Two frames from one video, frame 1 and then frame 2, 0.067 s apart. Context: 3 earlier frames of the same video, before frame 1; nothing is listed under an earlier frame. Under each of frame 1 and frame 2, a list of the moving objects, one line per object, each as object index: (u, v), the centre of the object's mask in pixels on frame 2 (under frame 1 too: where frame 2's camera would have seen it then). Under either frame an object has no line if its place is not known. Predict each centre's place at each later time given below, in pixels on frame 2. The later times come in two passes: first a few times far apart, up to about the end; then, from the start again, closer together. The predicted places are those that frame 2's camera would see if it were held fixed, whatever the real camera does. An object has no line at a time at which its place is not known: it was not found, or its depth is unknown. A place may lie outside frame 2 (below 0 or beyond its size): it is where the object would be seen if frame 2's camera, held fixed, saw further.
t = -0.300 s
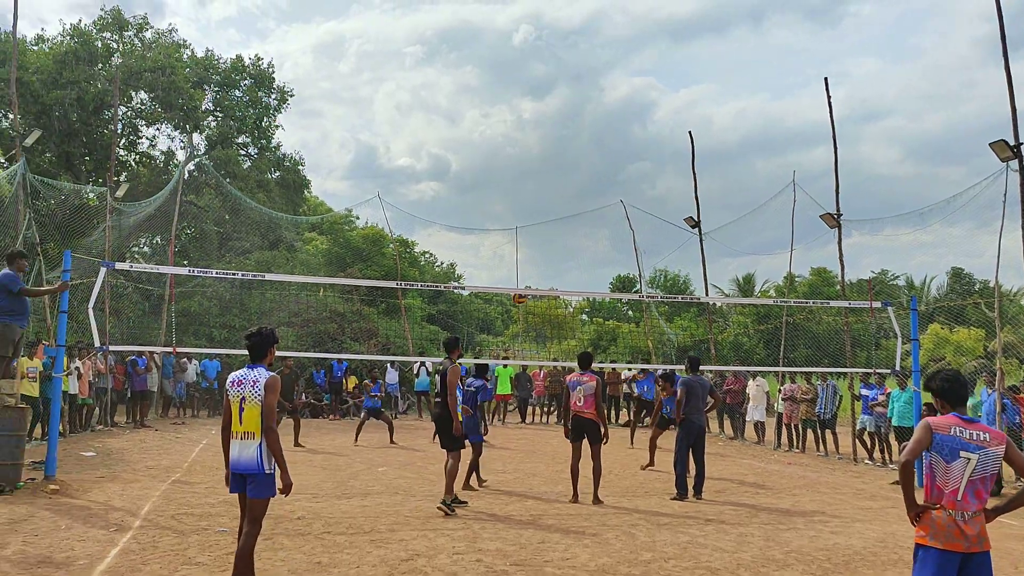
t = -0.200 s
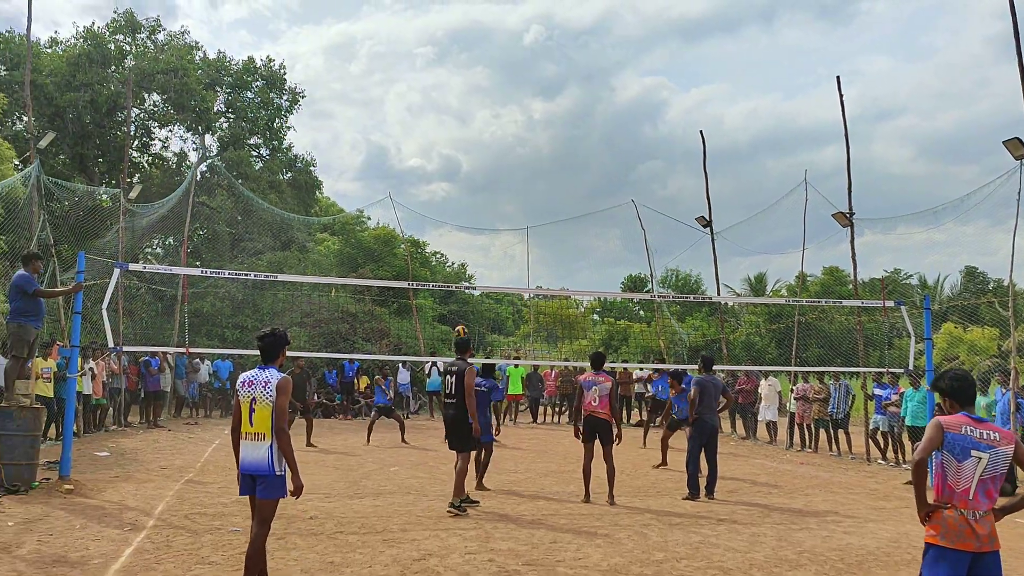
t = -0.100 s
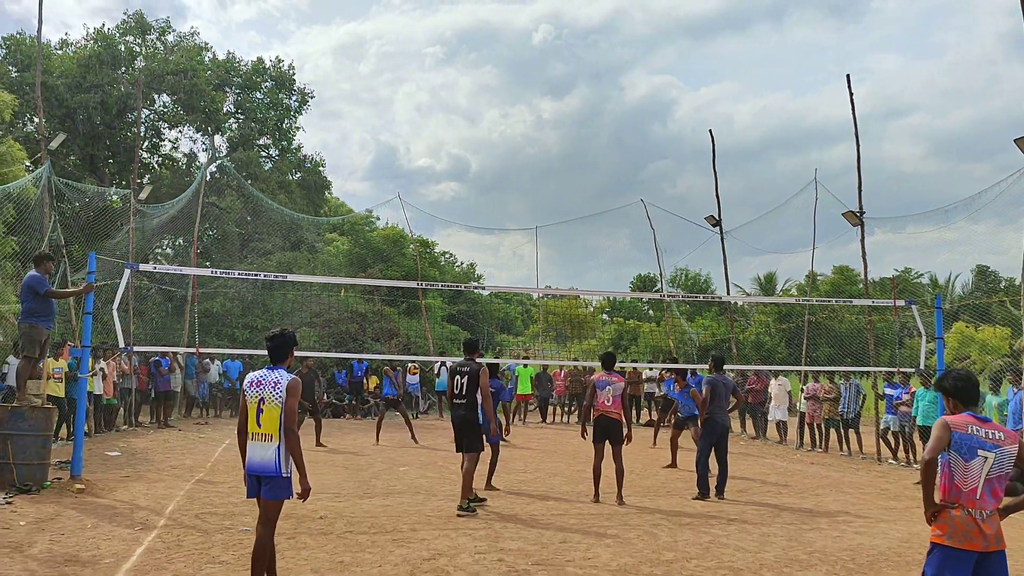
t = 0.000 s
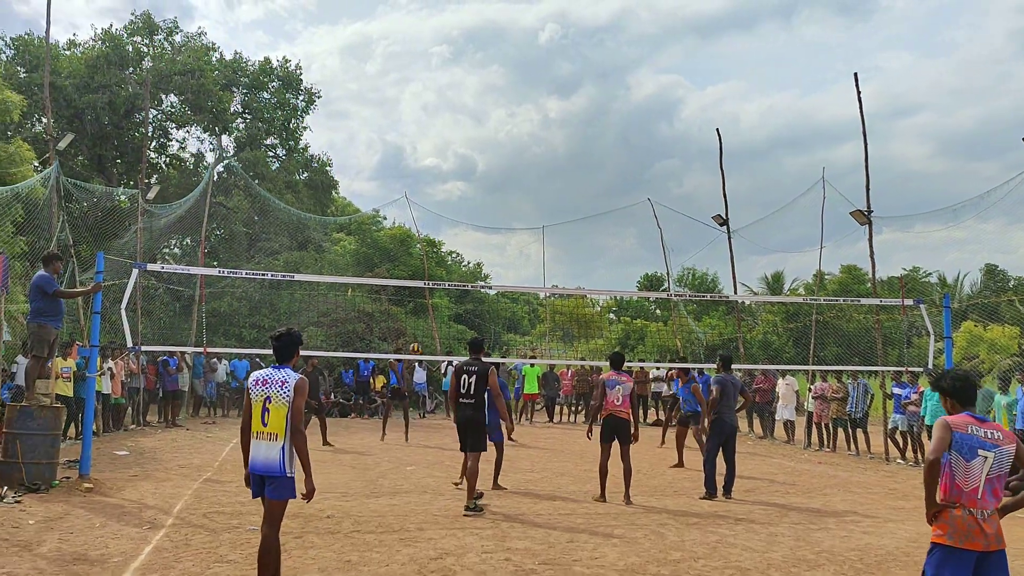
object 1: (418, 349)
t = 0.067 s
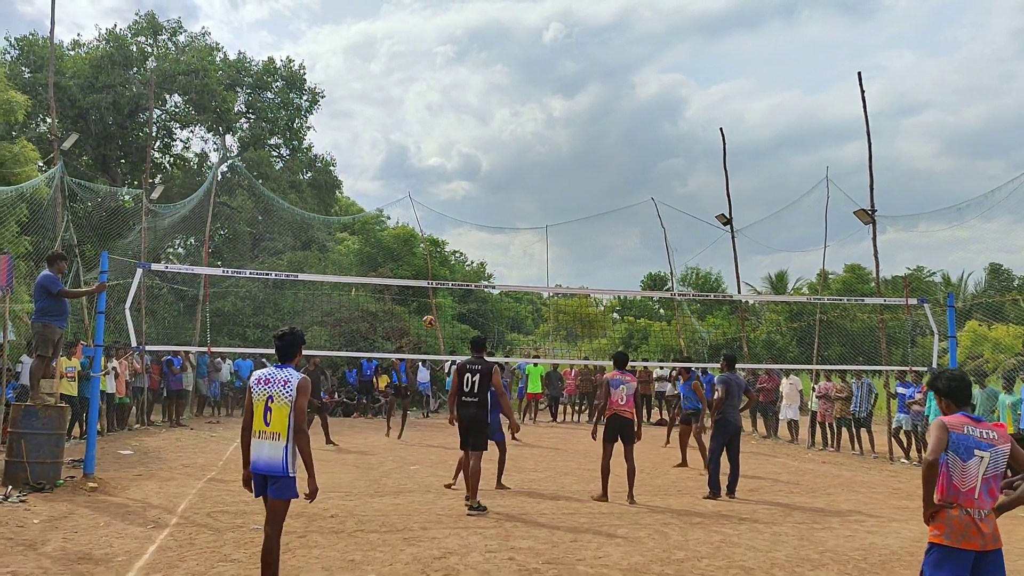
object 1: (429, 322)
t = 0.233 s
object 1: (453, 260)
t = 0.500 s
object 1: (494, 190)
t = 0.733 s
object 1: (532, 156)
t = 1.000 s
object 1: (579, 157)
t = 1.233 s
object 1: (626, 197)
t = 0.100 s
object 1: (433, 308)
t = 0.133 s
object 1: (438, 296)
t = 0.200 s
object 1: (448, 272)
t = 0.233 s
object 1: (453, 260)
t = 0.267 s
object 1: (458, 251)
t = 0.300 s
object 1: (463, 240)
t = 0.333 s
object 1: (468, 231)
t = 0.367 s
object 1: (474, 222)
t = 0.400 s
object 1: (479, 213)
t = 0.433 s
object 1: (484, 205)
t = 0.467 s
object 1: (489, 197)
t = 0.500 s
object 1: (494, 190)
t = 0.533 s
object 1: (499, 184)
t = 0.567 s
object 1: (505, 177)
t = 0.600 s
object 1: (510, 172)
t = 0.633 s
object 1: (516, 168)
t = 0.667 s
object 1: (521, 163)
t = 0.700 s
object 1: (526, 159)
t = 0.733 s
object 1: (532, 156)
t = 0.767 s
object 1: (538, 154)
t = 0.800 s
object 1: (543, 153)
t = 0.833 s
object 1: (549, 152)
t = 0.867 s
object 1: (555, 151)
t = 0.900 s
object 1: (561, 152)
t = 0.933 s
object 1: (567, 153)
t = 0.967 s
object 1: (573, 154)
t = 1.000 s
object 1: (579, 157)
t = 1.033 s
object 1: (586, 160)
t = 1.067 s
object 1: (592, 165)
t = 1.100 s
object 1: (599, 169)
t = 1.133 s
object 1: (606, 175)
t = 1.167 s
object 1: (613, 181)
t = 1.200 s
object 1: (620, 188)
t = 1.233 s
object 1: (626, 197)
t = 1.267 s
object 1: (633, 206)
